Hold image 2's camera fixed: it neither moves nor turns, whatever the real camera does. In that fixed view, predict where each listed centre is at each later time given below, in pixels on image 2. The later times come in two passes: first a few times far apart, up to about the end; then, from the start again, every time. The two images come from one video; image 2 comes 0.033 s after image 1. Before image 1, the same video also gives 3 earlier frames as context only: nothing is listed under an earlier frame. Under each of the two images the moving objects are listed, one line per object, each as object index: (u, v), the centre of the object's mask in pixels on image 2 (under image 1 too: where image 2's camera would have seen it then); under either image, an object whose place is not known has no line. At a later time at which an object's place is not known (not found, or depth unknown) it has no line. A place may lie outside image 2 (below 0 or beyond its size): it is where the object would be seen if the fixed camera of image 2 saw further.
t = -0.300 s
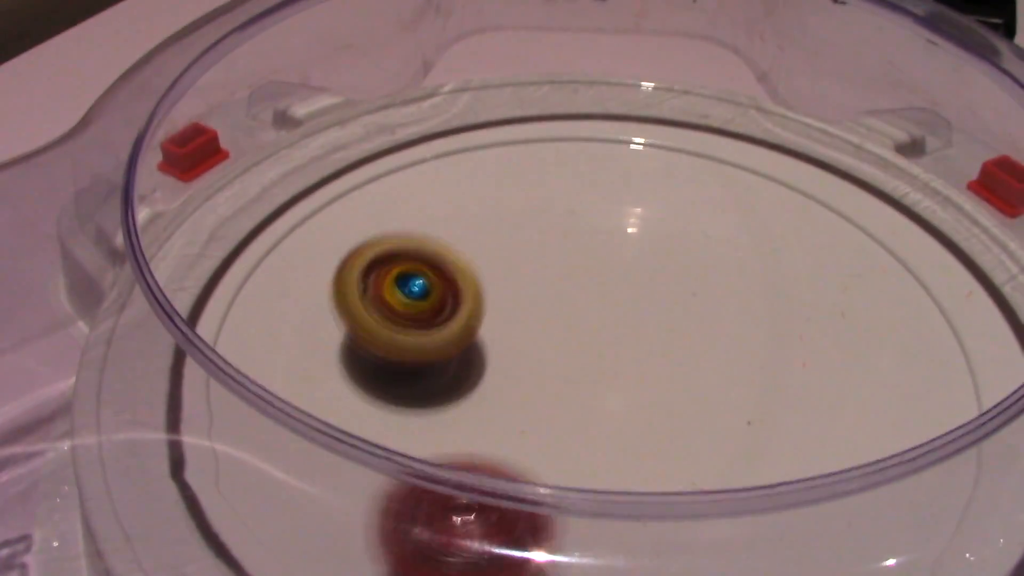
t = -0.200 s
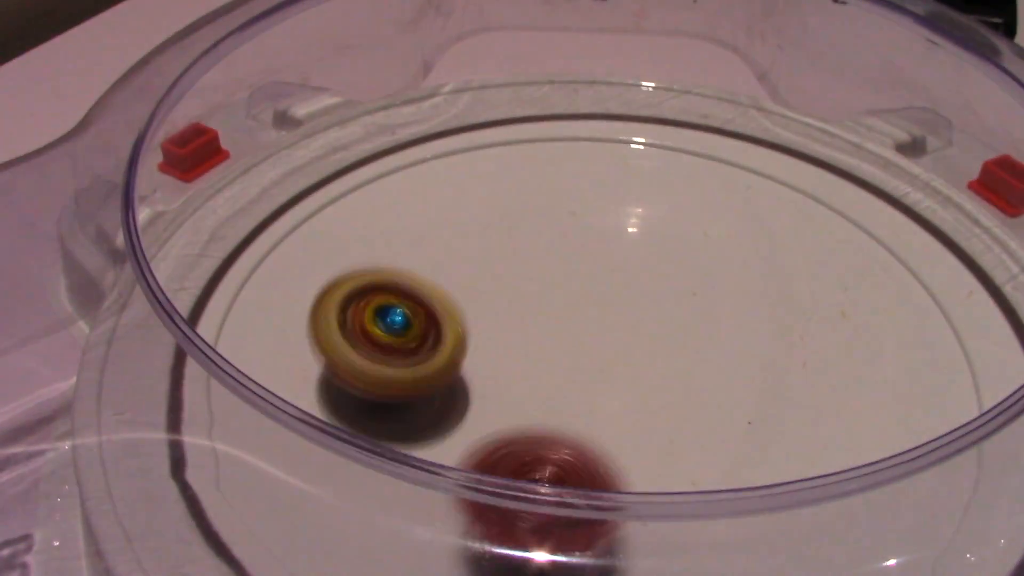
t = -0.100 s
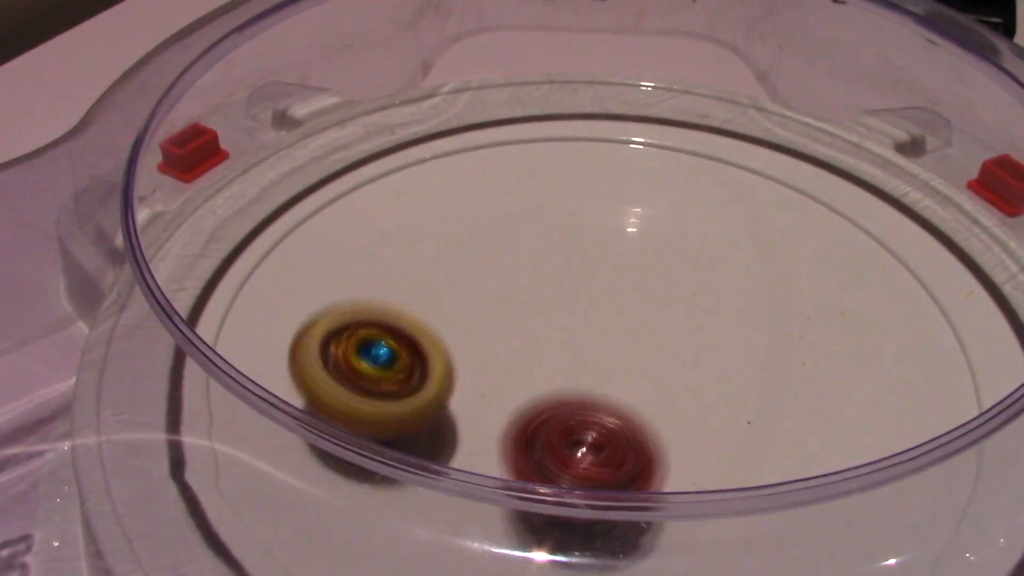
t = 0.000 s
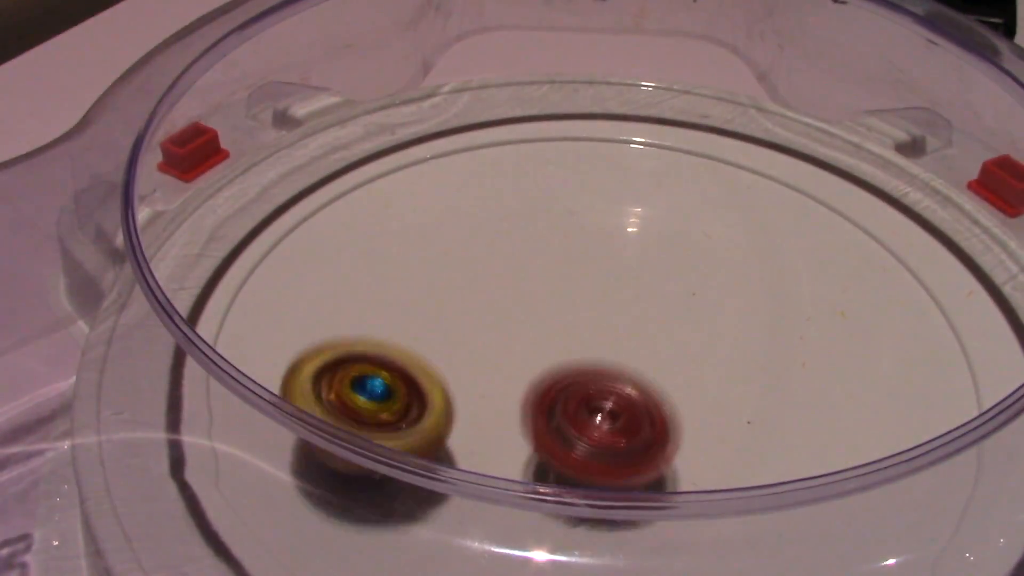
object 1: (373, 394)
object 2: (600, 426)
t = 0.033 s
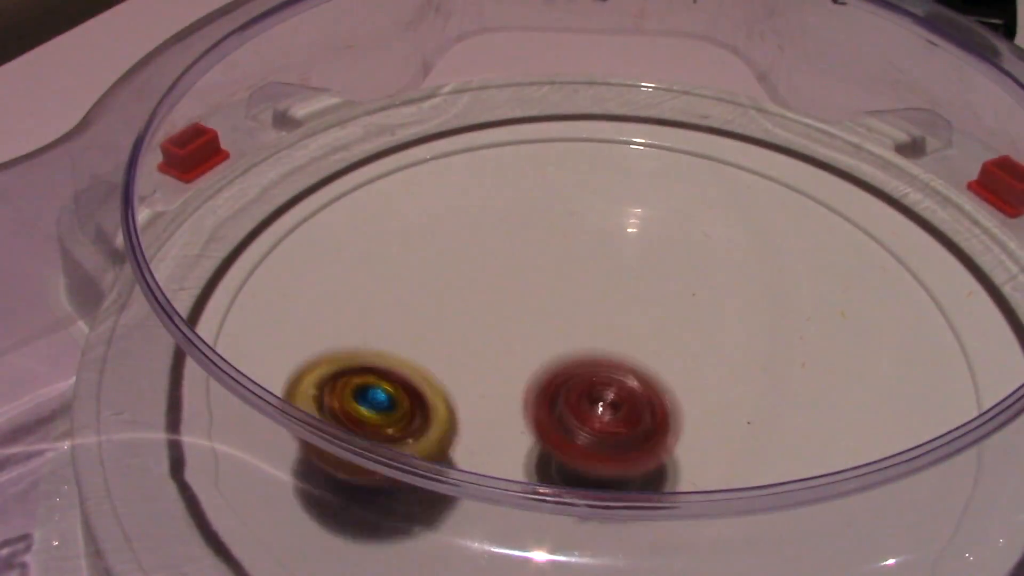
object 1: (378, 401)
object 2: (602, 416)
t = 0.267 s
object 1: (491, 445)
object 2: (620, 335)
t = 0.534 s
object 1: (718, 490)
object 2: (605, 269)
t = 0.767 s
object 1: (848, 471)
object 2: (583, 261)
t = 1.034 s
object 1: (837, 379)
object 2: (606, 289)
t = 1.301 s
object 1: (812, 255)
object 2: (640, 325)
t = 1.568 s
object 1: (744, 234)
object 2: (669, 352)
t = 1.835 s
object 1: (580, 236)
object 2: (678, 367)
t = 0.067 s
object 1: (381, 419)
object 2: (604, 405)
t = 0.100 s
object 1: (391, 429)
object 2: (610, 392)
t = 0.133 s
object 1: (405, 438)
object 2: (612, 380)
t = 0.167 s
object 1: (422, 447)
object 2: (617, 368)
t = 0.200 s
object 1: (441, 453)
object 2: (618, 357)
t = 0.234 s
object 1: (465, 458)
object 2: (619, 346)
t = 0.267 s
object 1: (491, 445)
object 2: (620, 335)
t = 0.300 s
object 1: (518, 451)
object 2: (620, 324)
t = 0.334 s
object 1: (546, 456)
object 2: (619, 315)
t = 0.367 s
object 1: (571, 472)
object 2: (618, 305)
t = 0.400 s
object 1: (603, 480)
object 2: (616, 296)
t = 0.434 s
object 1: (630, 492)
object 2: (615, 287)
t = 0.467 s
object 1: (662, 493)
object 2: (612, 281)
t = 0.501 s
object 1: (691, 492)
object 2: (608, 275)
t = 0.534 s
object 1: (718, 490)
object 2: (605, 269)
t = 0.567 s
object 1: (747, 516)
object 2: (602, 265)
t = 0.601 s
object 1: (773, 513)
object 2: (599, 261)
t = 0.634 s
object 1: (795, 510)
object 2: (594, 259)
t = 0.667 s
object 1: (816, 505)
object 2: (589, 259)
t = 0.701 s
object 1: (833, 501)
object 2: (585, 259)
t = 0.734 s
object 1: (845, 499)
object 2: (583, 259)
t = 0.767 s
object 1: (848, 471)
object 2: (583, 261)
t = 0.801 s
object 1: (853, 469)
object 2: (584, 263)
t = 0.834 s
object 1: (856, 459)
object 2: (585, 265)
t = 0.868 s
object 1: (853, 445)
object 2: (588, 269)
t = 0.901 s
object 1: (844, 425)
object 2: (590, 272)
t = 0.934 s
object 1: (845, 418)
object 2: (593, 276)
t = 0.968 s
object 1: (844, 408)
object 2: (597, 280)
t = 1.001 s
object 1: (840, 395)
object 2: (602, 284)
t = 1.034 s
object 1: (837, 379)
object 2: (606, 289)
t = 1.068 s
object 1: (832, 362)
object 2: (611, 293)
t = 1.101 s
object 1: (827, 345)
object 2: (615, 299)
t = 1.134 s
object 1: (824, 328)
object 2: (620, 303)
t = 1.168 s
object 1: (821, 312)
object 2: (624, 308)
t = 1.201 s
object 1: (818, 295)
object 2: (628, 312)
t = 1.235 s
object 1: (816, 281)
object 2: (632, 317)
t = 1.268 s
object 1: (814, 268)
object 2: (636, 320)
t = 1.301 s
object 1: (812, 255)
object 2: (640, 325)
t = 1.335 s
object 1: (809, 246)
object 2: (643, 328)
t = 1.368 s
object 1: (805, 239)
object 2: (647, 332)
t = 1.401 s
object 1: (799, 234)
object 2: (650, 335)
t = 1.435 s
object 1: (791, 231)
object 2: (654, 338)
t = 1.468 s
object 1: (782, 230)
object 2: (658, 342)
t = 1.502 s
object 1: (771, 231)
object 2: (662, 345)
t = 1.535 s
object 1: (759, 232)
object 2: (666, 349)
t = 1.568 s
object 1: (744, 234)
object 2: (669, 352)
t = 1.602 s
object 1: (727, 236)
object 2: (671, 355)
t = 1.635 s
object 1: (707, 237)
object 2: (673, 357)
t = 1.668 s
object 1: (685, 237)
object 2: (675, 360)
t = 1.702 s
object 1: (664, 238)
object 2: (677, 361)
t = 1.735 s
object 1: (641, 237)
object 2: (677, 363)
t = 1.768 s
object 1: (620, 237)
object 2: (679, 364)
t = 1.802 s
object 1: (599, 237)
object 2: (679, 365)
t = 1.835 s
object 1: (580, 236)
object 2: (678, 367)
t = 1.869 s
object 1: (561, 235)
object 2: (678, 368)
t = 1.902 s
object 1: (544, 234)
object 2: (677, 369)
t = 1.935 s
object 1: (529, 233)
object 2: (676, 370)
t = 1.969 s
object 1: (516, 233)
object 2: (676, 371)
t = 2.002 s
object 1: (506, 234)
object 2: (676, 372)
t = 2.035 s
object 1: (499, 236)
